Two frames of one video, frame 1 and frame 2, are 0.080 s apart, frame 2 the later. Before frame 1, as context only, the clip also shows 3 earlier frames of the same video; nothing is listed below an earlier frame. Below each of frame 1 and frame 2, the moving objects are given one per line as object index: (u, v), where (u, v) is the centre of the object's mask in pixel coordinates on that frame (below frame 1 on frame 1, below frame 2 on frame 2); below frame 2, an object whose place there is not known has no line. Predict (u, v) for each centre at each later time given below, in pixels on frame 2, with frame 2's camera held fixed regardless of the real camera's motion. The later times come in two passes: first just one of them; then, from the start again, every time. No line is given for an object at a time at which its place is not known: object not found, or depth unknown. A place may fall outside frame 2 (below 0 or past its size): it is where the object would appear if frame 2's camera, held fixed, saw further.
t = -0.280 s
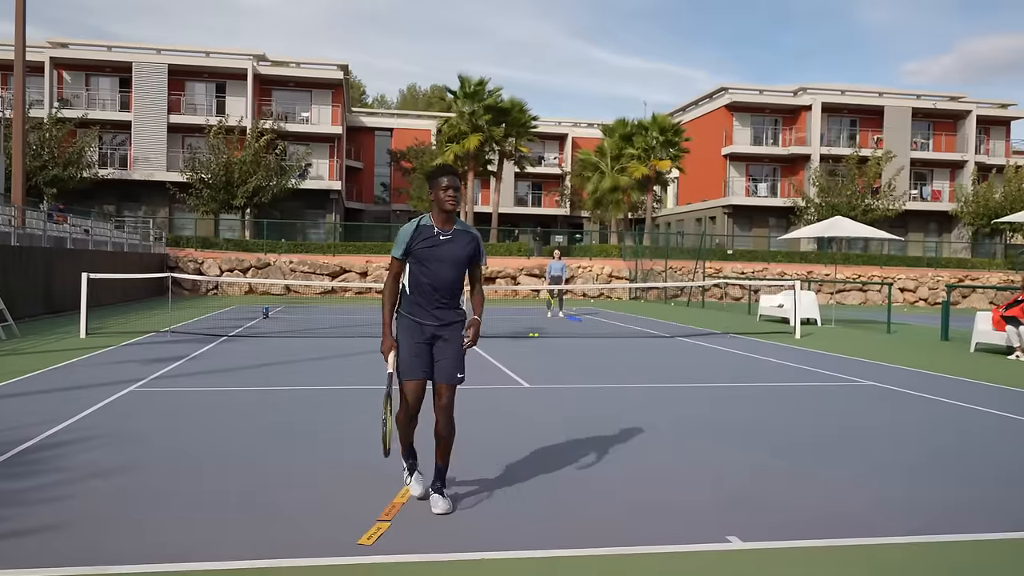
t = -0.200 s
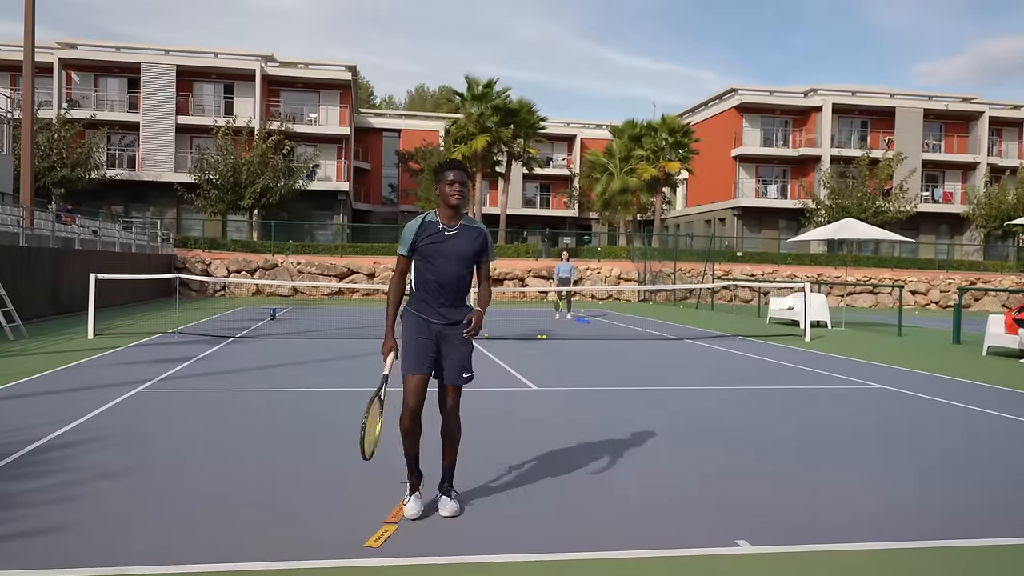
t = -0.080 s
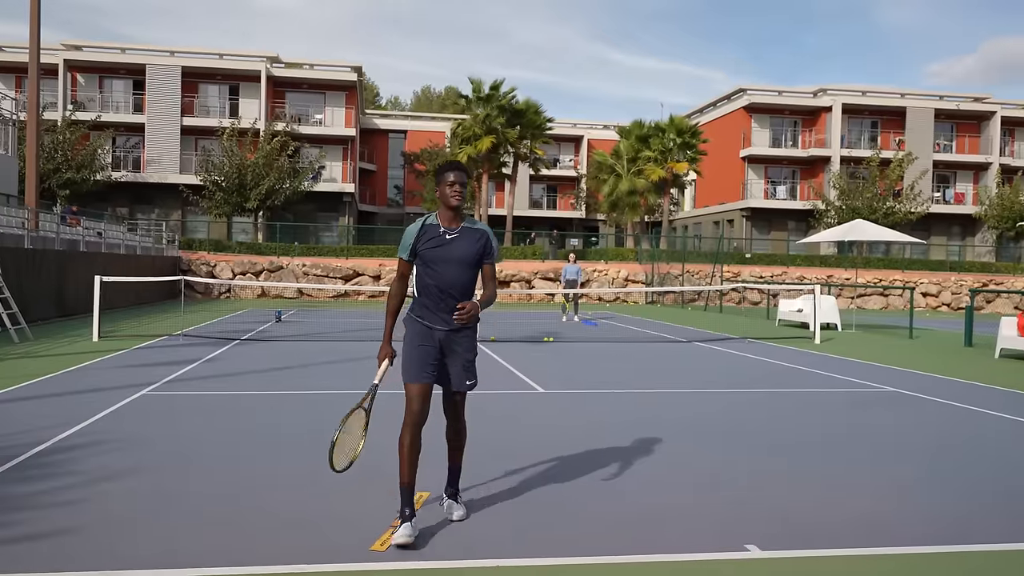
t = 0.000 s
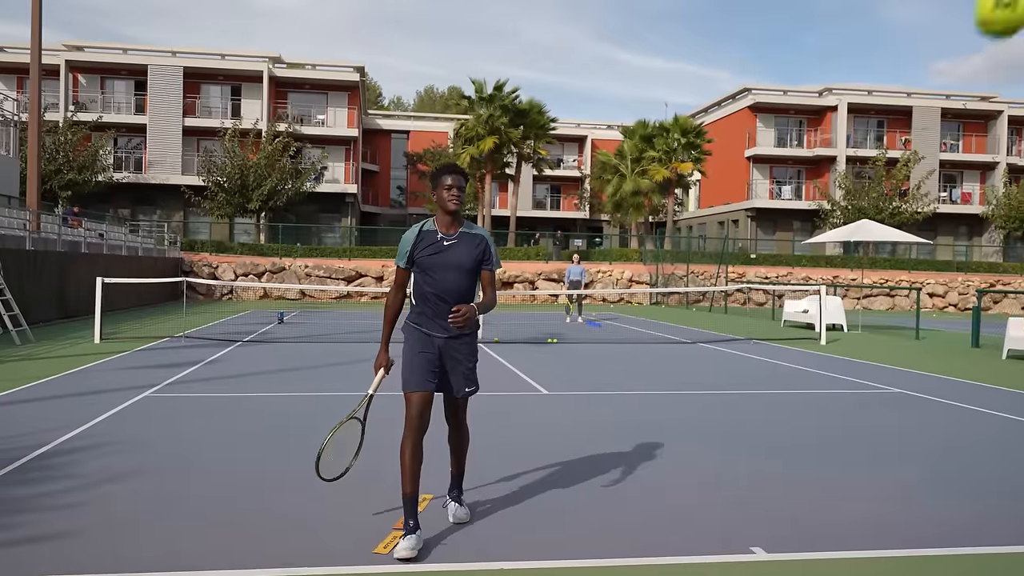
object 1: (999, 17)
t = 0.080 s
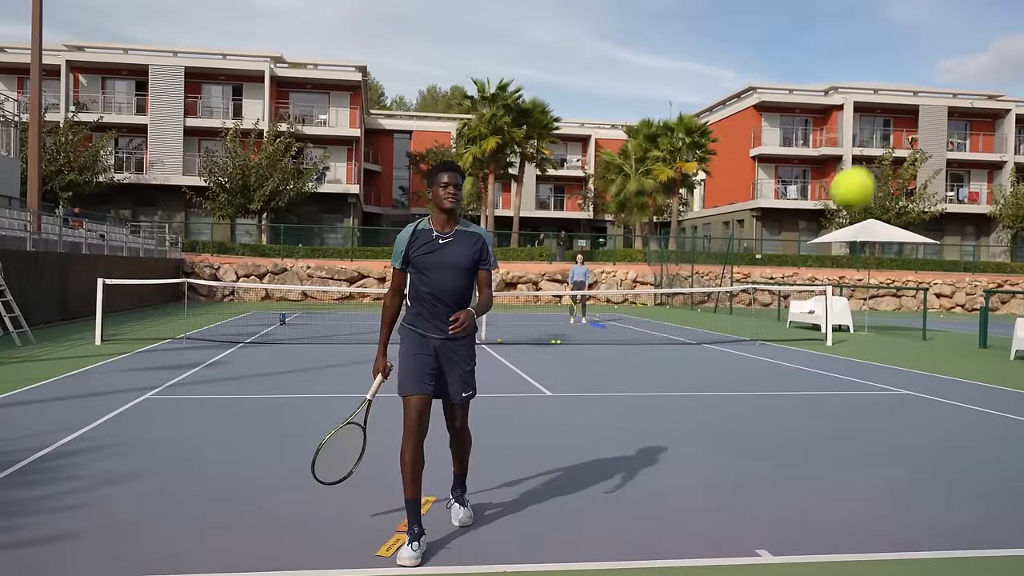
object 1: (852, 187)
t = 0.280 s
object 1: (641, 535)
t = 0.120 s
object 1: (795, 266)
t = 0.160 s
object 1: (746, 337)
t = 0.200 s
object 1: (706, 408)
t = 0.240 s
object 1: (671, 473)
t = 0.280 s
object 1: (641, 535)
